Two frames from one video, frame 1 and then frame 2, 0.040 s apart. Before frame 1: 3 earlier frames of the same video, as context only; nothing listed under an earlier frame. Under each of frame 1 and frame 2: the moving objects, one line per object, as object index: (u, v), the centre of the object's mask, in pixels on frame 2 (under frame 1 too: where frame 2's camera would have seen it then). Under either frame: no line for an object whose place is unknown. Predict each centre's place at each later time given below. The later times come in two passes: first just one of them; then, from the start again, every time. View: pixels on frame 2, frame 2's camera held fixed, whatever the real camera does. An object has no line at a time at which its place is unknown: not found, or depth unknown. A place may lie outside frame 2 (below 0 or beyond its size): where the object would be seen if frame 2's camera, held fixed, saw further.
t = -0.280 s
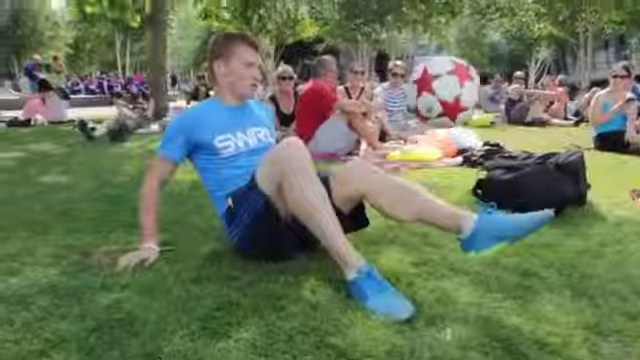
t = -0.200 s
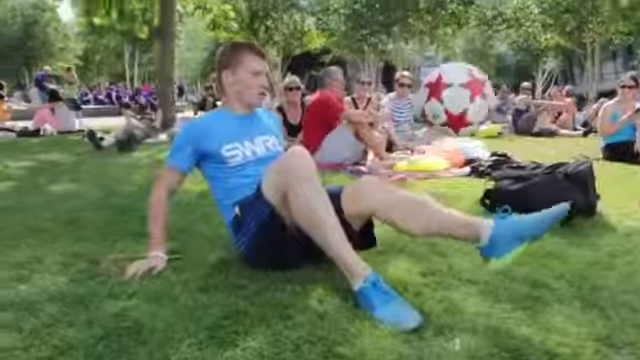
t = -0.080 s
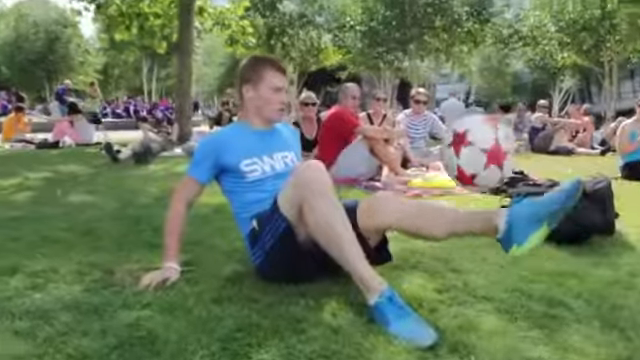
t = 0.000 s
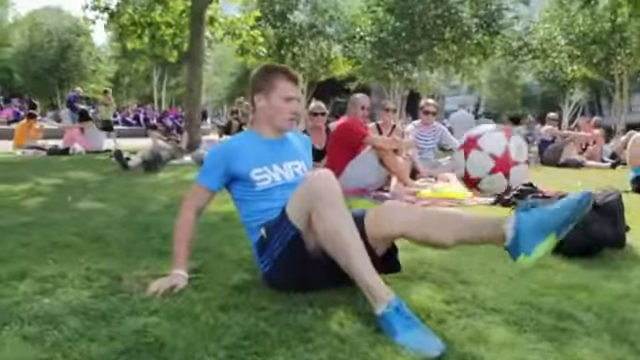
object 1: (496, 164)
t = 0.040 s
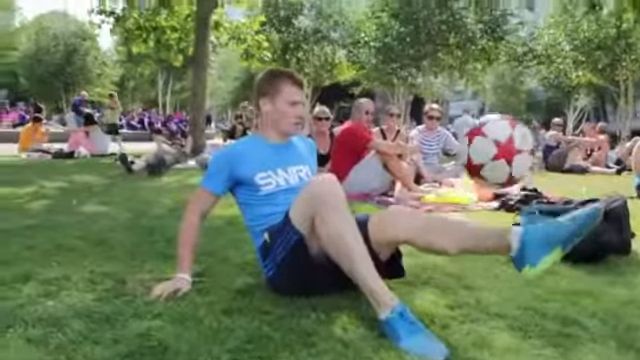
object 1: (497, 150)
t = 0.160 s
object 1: (497, 138)
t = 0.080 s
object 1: (496, 141)
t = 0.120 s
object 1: (495, 139)
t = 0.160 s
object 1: (497, 138)
